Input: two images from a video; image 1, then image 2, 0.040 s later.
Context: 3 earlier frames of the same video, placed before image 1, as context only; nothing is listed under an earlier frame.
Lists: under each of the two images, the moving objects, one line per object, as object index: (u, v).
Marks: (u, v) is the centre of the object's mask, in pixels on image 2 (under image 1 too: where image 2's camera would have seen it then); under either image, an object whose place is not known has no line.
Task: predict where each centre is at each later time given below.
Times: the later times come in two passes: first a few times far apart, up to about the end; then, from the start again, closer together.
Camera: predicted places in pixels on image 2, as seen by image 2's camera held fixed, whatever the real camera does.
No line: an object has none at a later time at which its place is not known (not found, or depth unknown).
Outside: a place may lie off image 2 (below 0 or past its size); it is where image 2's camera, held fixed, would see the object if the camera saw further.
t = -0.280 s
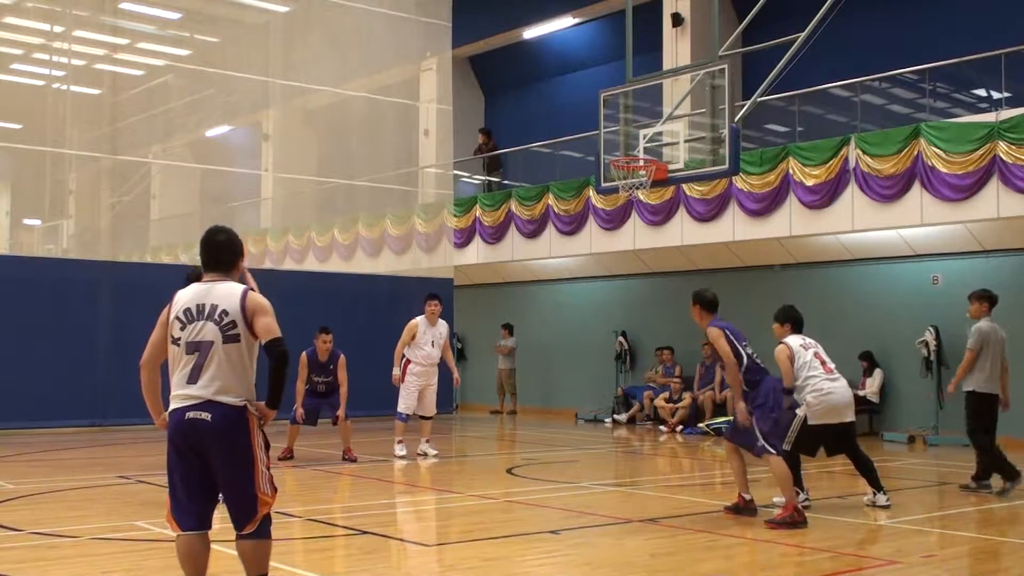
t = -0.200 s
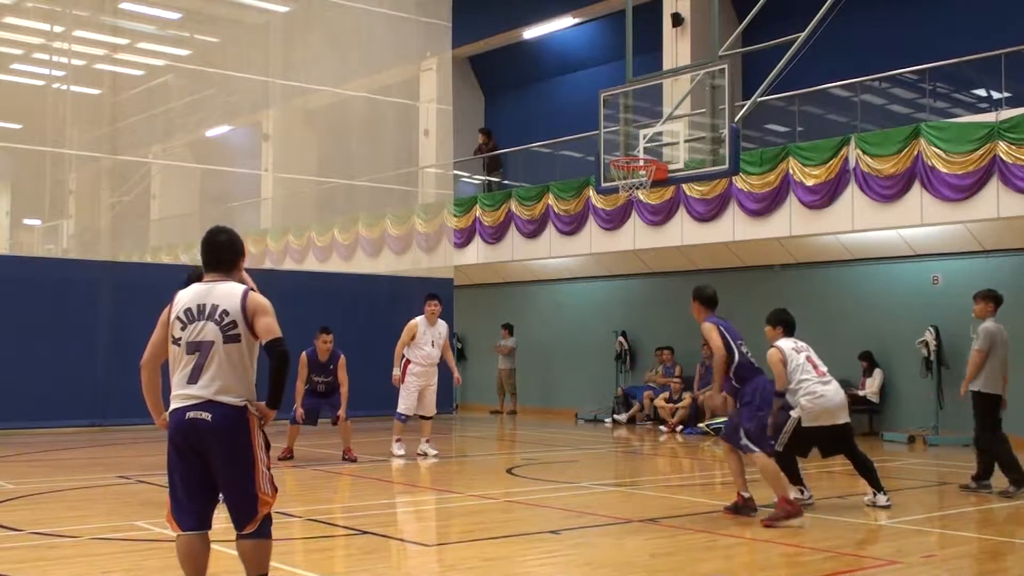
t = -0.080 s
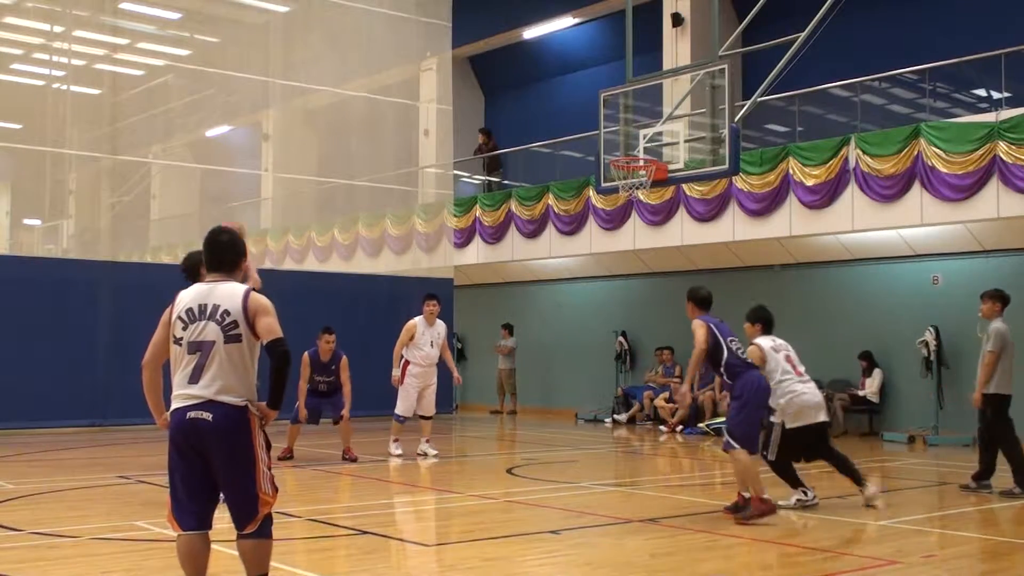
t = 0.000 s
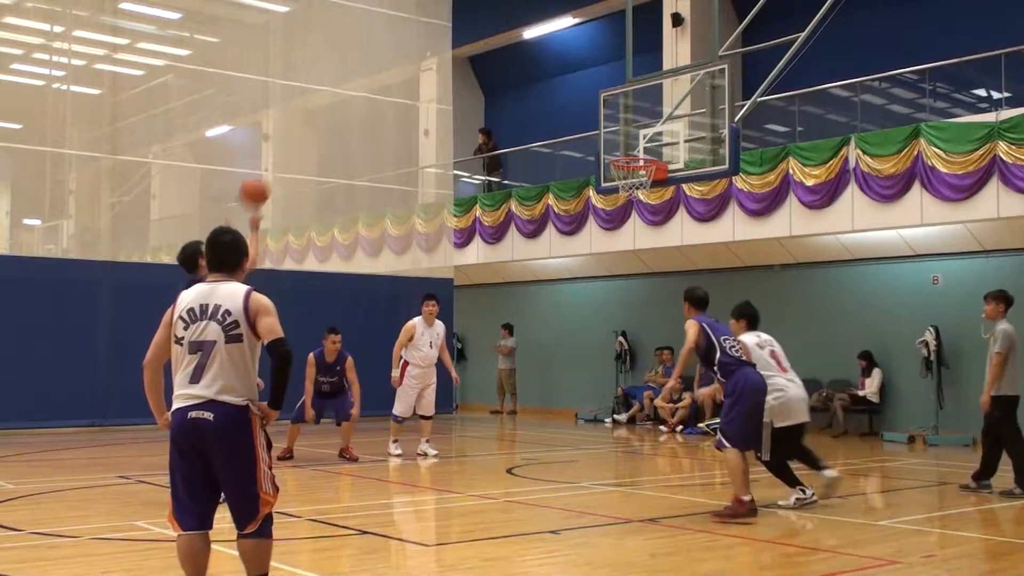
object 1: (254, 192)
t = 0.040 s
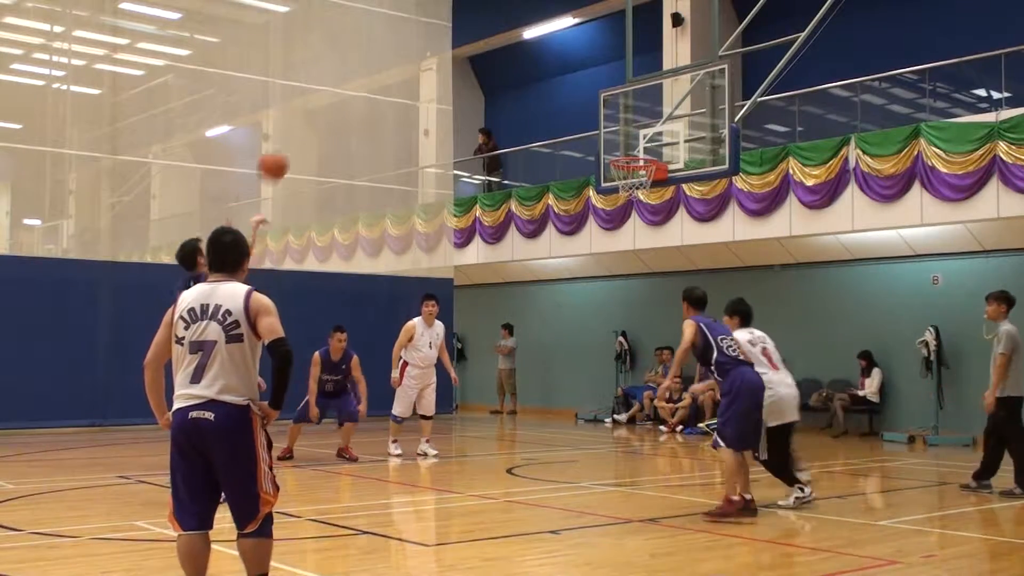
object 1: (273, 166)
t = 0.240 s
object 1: (356, 72)
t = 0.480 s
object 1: (446, 29)
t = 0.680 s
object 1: (512, 39)
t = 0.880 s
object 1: (572, 89)
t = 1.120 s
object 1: (617, 132)
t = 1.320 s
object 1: (625, 121)
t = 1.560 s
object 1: (633, 154)
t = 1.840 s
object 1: (644, 276)
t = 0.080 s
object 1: (290, 142)
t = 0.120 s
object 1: (307, 122)
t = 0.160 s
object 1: (324, 104)
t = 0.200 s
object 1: (341, 87)
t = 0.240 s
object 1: (356, 72)
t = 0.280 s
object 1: (372, 61)
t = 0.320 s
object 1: (388, 50)
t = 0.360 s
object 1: (403, 42)
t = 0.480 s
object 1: (446, 29)
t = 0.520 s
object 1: (461, 27)
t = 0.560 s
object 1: (473, 27)
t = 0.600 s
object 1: (487, 29)
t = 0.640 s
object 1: (499, 33)
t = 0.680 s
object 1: (512, 39)
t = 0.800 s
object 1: (548, 65)
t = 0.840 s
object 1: (560, 76)
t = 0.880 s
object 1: (572, 89)
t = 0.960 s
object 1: (595, 119)
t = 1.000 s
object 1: (606, 138)
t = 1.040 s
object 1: (615, 149)
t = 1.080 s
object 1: (615, 139)
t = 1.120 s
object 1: (617, 132)
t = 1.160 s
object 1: (618, 127)
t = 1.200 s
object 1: (621, 123)
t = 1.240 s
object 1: (622, 121)
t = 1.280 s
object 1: (623, 120)
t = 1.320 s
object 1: (625, 121)
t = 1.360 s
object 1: (626, 124)
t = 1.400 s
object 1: (628, 127)
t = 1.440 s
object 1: (629, 133)
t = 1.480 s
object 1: (631, 140)
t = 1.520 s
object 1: (633, 147)
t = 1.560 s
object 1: (633, 154)
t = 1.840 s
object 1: (644, 276)
